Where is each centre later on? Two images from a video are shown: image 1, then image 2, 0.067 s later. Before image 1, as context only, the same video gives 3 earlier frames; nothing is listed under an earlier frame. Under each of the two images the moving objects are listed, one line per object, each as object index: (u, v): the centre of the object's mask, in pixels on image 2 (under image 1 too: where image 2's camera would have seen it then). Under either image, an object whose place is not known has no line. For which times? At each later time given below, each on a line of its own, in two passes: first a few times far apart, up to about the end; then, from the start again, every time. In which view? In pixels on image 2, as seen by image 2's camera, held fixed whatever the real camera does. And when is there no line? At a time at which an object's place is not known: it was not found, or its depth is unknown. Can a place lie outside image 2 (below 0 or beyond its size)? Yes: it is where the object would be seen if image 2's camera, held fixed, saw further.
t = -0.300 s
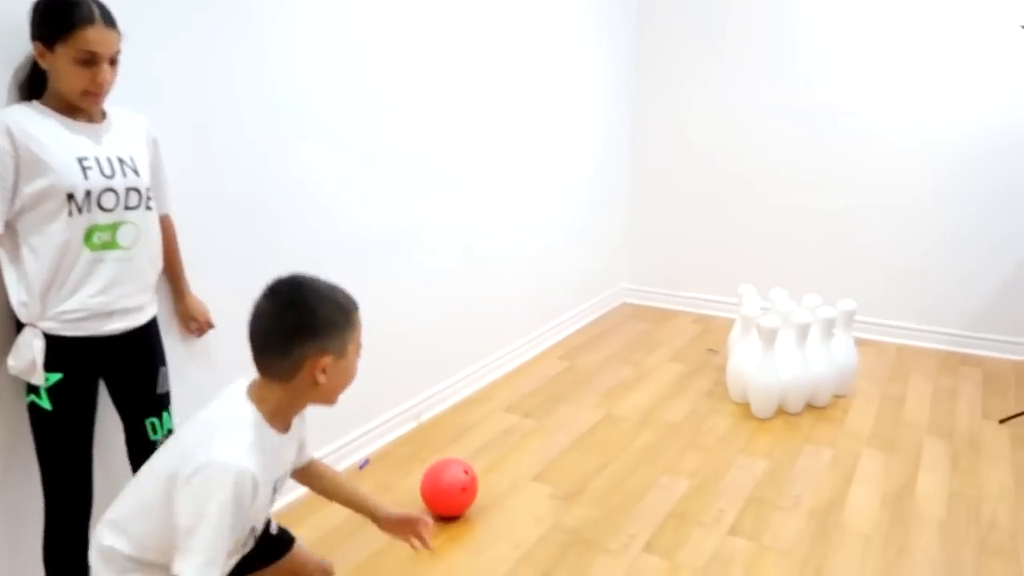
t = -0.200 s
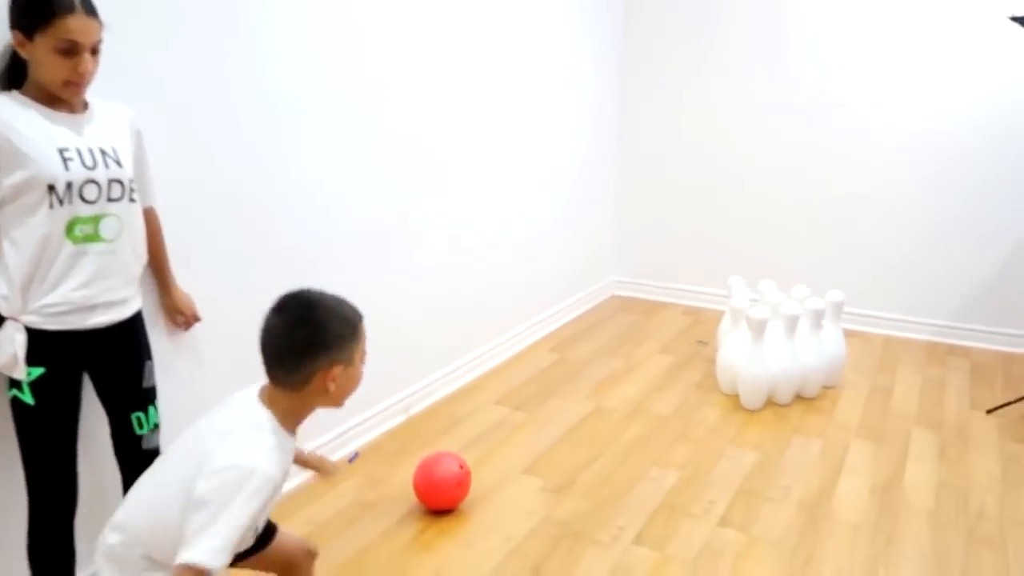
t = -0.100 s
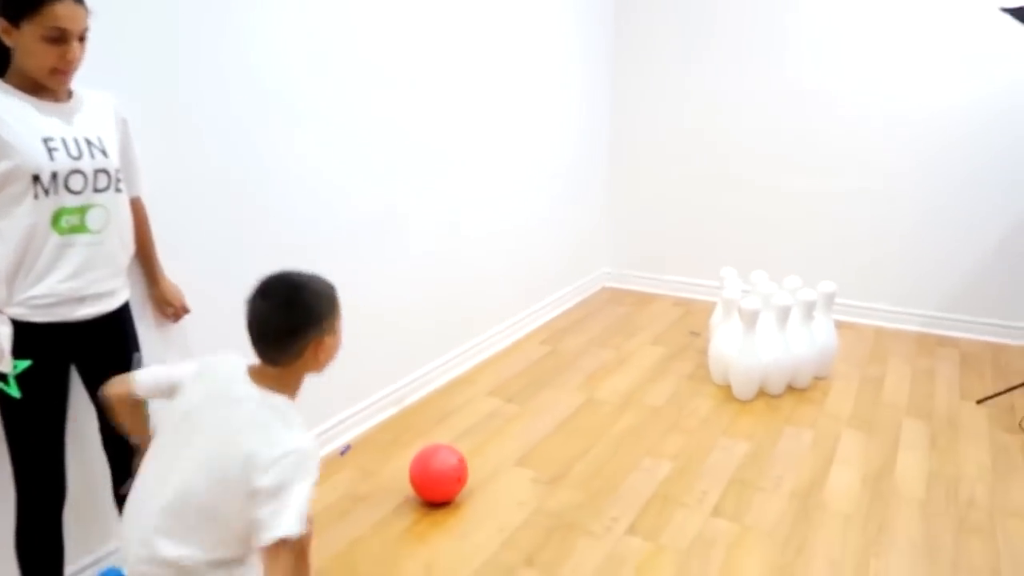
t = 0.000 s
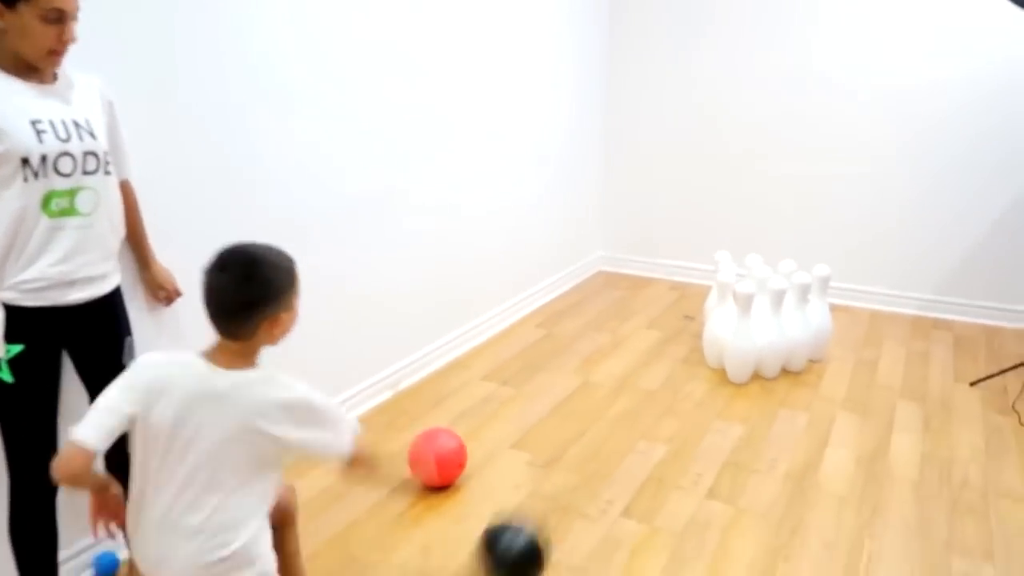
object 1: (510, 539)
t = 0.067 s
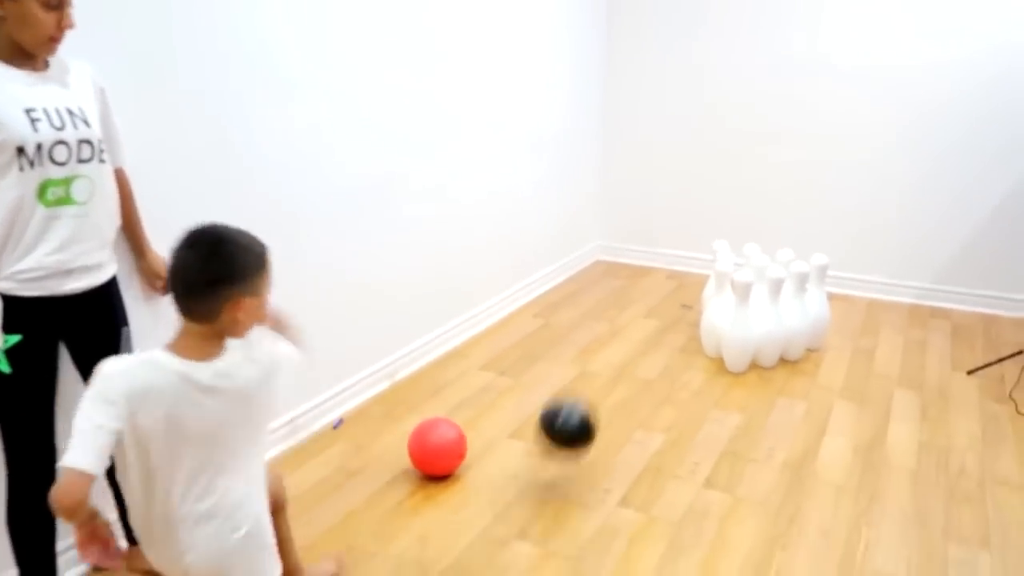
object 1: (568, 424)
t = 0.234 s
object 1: (647, 294)
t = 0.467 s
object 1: (678, 233)
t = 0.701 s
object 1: (611, 194)
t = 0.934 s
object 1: (525, 256)
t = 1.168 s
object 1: (505, 287)
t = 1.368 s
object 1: (501, 316)
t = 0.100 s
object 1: (589, 382)
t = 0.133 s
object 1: (606, 349)
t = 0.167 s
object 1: (622, 324)
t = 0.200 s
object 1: (635, 306)
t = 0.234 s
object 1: (647, 294)
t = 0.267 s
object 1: (657, 284)
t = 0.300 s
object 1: (666, 276)
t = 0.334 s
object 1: (673, 271)
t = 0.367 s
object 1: (679, 269)
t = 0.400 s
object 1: (684, 262)
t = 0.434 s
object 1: (686, 245)
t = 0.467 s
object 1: (678, 233)
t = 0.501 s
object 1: (670, 222)
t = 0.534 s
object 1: (660, 211)
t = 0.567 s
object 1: (652, 204)
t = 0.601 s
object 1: (642, 199)
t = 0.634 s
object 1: (632, 196)
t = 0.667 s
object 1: (622, 195)
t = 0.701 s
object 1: (611, 194)
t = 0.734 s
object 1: (599, 196)
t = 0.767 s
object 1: (588, 200)
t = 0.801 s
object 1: (577, 206)
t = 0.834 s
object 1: (565, 216)
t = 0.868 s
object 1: (552, 229)
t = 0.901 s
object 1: (539, 242)
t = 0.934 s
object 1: (525, 256)
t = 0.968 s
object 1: (511, 274)
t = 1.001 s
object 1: (508, 294)
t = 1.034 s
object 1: (507, 312)
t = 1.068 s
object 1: (507, 303)
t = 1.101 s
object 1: (507, 296)
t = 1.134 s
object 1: (506, 291)
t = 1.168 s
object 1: (505, 287)
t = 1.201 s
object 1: (504, 286)
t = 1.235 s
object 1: (503, 287)
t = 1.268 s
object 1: (502, 290)
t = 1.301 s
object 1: (502, 296)
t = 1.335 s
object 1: (501, 304)
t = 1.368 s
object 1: (501, 316)
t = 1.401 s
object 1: (501, 331)
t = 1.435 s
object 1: (501, 348)
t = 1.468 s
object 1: (501, 365)
